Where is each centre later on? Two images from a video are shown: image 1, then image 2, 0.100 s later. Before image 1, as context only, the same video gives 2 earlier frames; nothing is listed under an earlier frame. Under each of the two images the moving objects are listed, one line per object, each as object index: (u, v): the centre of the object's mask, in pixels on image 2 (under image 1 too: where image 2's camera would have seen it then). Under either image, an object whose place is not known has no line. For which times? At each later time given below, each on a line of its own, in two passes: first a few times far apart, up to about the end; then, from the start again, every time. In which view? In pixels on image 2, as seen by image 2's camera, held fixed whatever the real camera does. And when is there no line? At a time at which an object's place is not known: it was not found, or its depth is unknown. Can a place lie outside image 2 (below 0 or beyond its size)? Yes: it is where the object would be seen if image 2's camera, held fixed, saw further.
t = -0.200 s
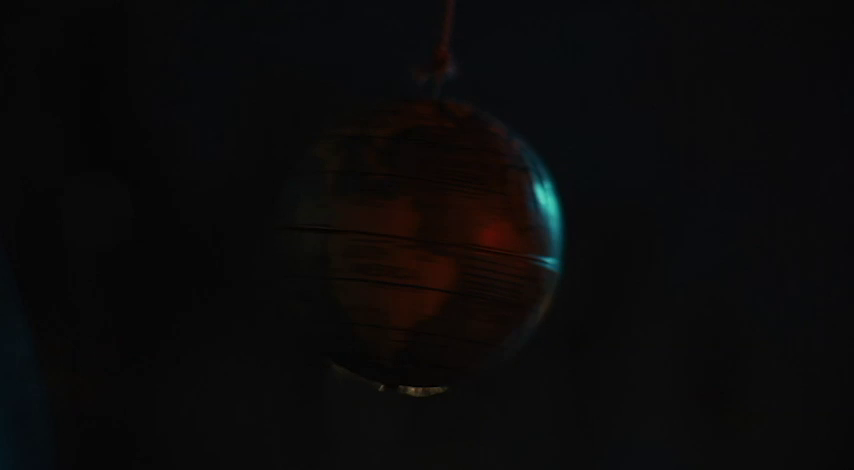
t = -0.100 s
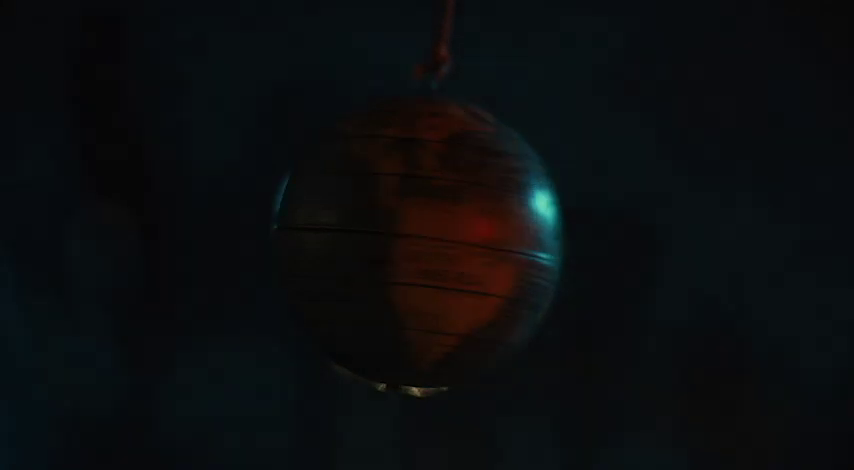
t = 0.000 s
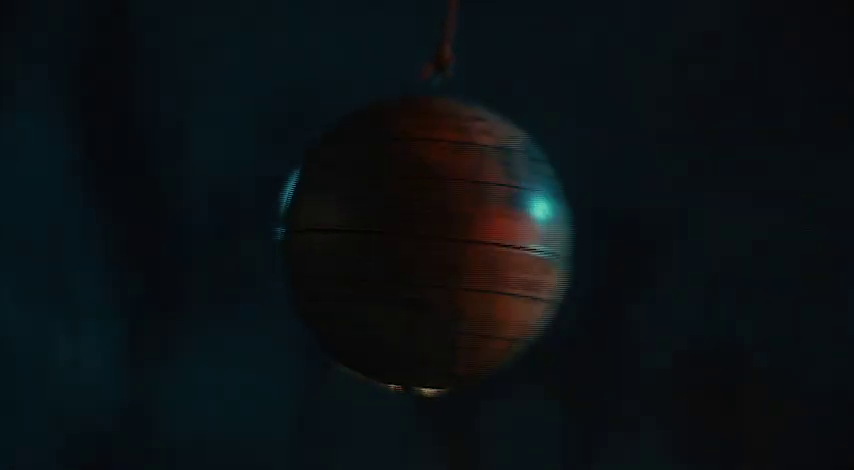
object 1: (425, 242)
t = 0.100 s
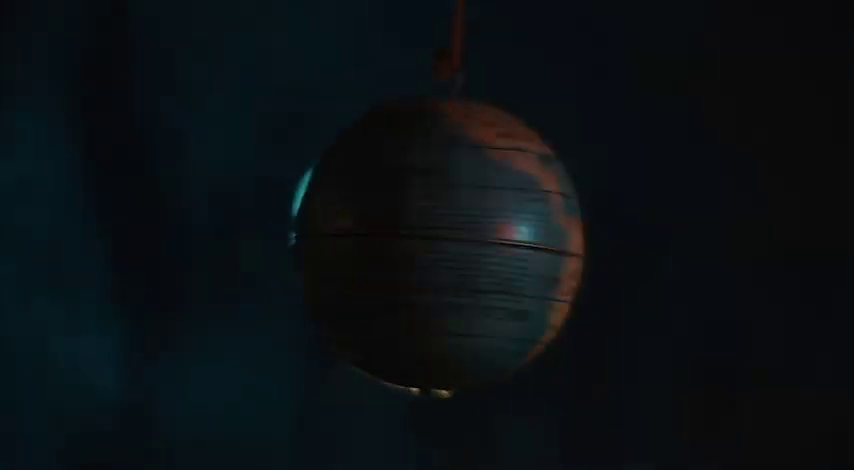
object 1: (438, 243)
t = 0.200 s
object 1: (447, 244)
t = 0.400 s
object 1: (448, 246)
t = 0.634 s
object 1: (421, 243)
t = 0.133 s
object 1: (442, 244)
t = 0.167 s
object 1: (444, 244)
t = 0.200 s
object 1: (447, 244)
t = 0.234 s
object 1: (449, 245)
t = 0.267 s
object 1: (450, 246)
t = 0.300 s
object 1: (450, 246)
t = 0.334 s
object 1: (450, 246)
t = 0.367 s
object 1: (449, 246)
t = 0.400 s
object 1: (448, 246)
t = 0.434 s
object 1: (445, 246)
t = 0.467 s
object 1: (440, 244)
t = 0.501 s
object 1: (437, 244)
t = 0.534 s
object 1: (435, 243)
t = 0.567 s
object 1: (429, 243)
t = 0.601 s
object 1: (425, 243)
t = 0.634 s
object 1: (421, 243)
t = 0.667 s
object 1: (420, 242)
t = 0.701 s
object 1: (419, 242)
